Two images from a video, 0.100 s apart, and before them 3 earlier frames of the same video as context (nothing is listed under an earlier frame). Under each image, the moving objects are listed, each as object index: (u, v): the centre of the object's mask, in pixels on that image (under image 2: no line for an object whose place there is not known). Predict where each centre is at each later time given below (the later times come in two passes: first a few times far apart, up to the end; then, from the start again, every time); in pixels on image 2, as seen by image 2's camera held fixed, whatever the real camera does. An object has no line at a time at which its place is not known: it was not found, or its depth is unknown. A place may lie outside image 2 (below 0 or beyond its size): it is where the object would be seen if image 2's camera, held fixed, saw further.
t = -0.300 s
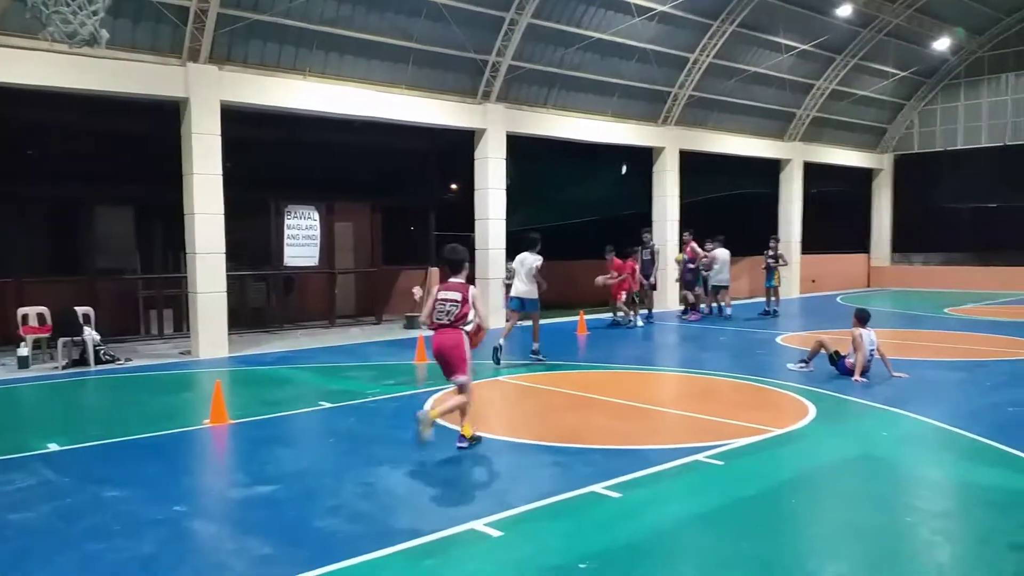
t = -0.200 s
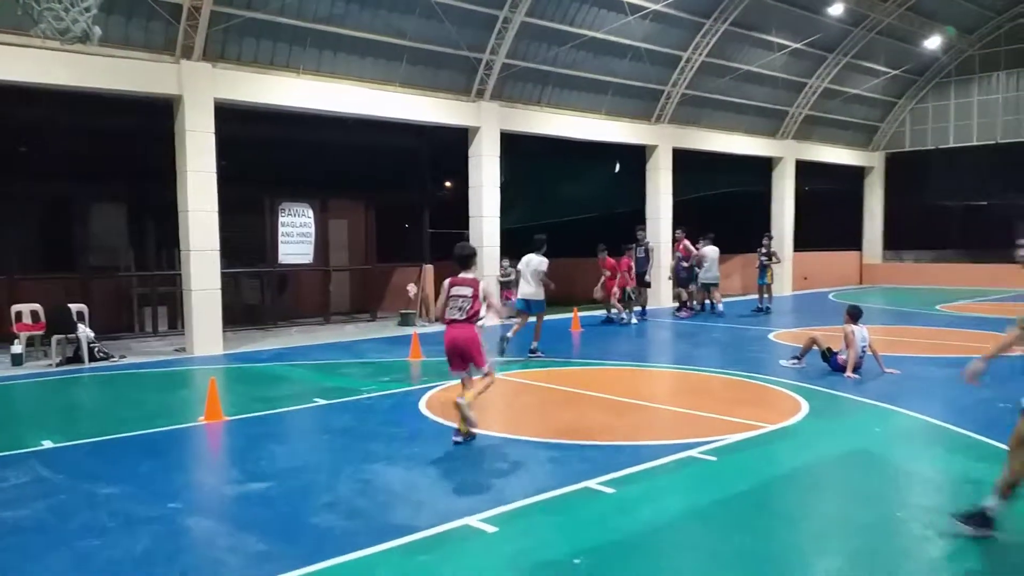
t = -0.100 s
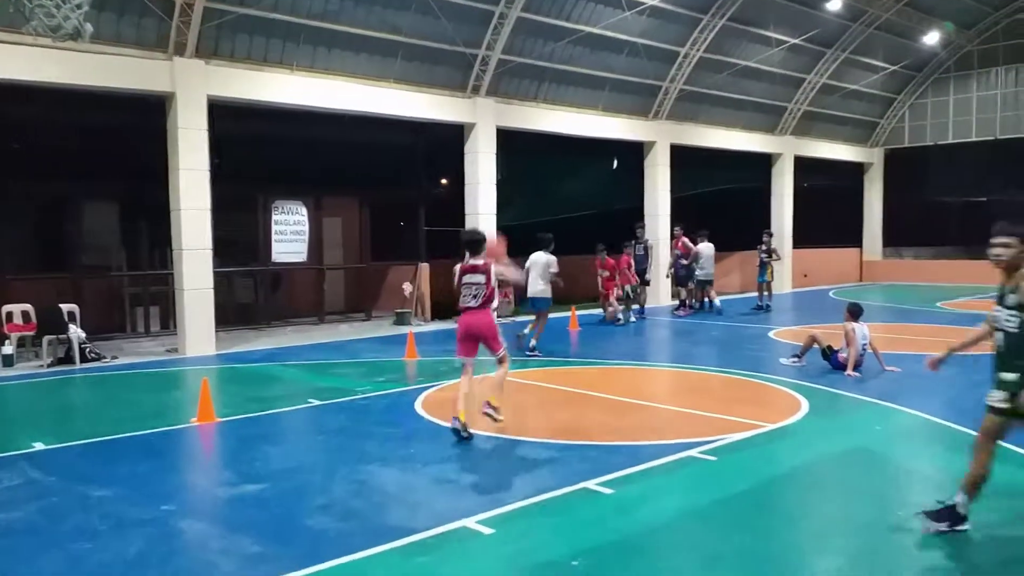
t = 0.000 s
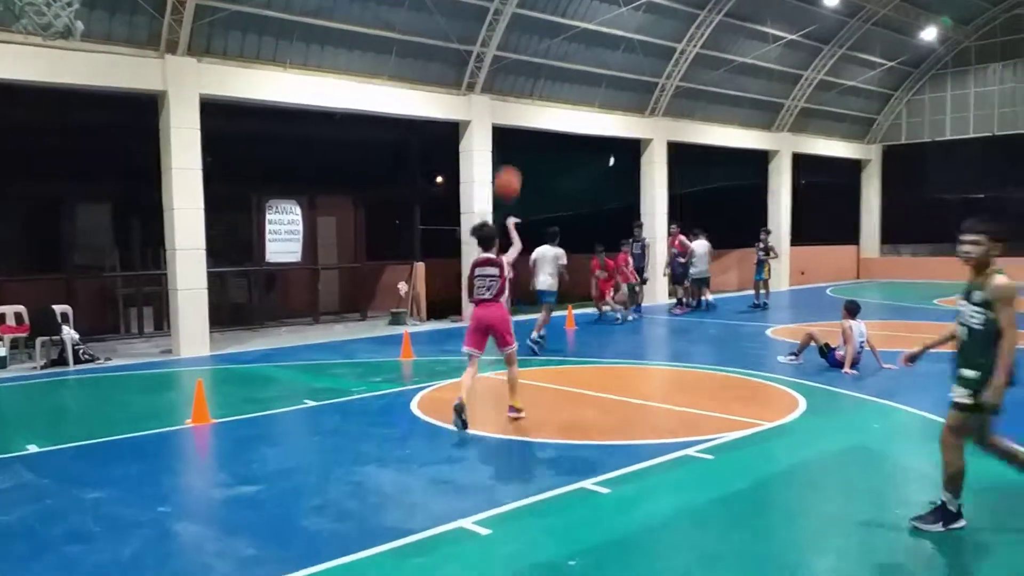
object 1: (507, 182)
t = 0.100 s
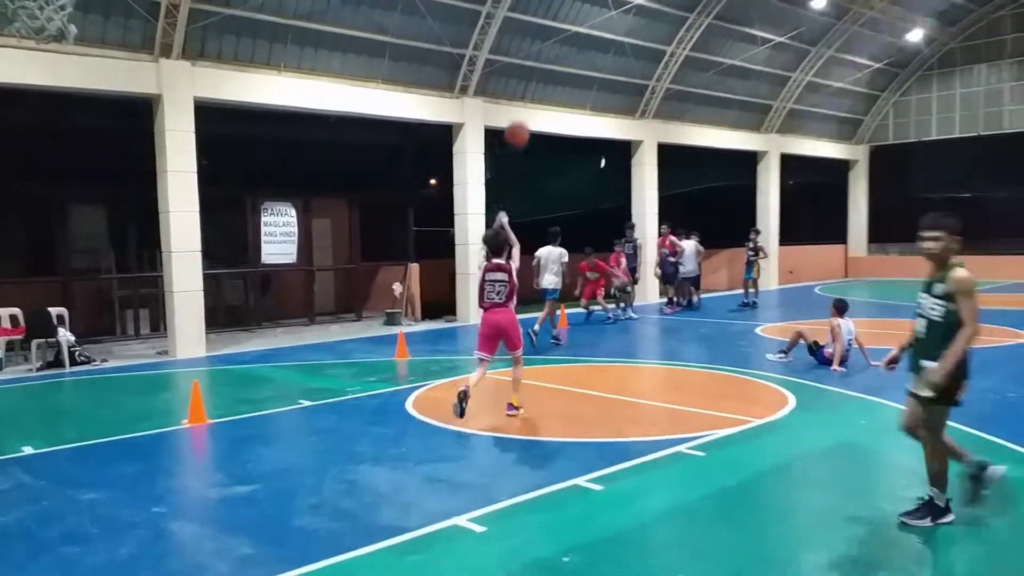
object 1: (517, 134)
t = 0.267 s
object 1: (543, 78)
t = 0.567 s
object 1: (576, 60)
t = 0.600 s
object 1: (579, 63)
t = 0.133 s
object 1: (523, 118)
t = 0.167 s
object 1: (528, 108)
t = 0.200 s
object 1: (533, 95)
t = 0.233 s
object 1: (538, 85)
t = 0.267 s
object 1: (543, 78)
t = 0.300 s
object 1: (546, 72)
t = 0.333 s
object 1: (549, 67)
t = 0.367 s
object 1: (554, 63)
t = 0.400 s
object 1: (558, 61)
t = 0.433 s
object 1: (562, 59)
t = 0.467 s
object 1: (565, 58)
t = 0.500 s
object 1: (569, 57)
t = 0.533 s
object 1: (572, 58)
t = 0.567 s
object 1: (576, 60)
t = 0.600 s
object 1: (579, 63)
